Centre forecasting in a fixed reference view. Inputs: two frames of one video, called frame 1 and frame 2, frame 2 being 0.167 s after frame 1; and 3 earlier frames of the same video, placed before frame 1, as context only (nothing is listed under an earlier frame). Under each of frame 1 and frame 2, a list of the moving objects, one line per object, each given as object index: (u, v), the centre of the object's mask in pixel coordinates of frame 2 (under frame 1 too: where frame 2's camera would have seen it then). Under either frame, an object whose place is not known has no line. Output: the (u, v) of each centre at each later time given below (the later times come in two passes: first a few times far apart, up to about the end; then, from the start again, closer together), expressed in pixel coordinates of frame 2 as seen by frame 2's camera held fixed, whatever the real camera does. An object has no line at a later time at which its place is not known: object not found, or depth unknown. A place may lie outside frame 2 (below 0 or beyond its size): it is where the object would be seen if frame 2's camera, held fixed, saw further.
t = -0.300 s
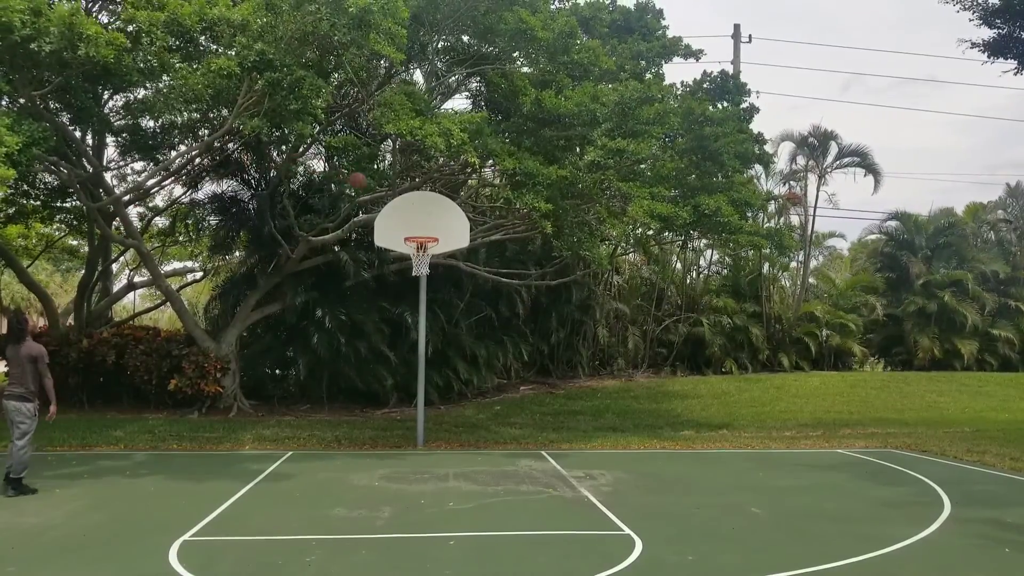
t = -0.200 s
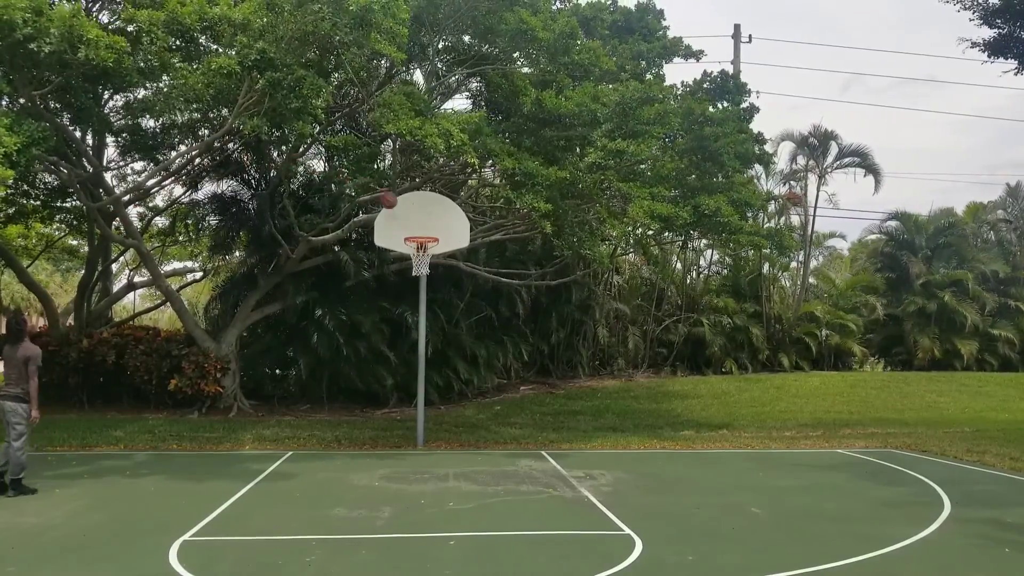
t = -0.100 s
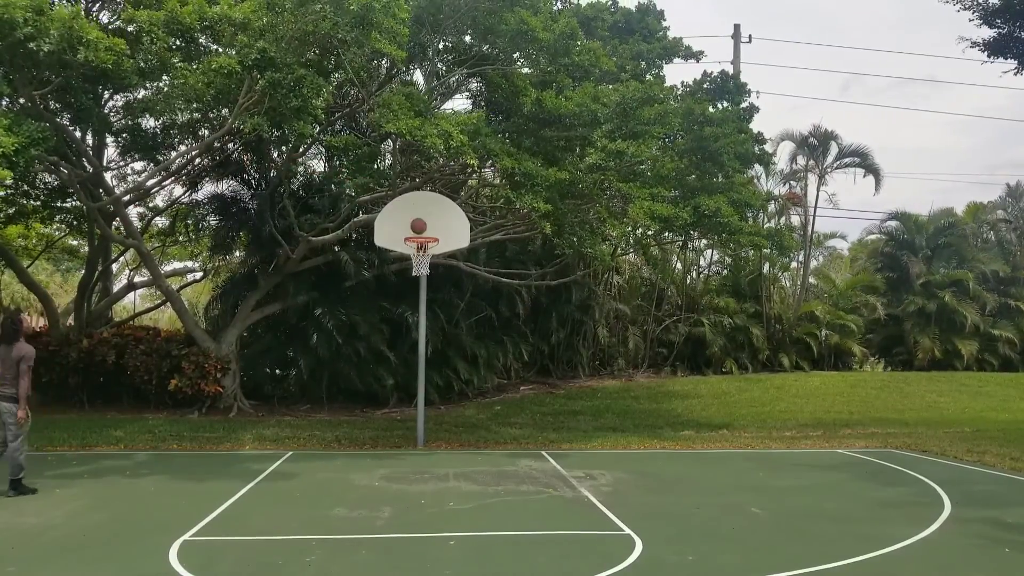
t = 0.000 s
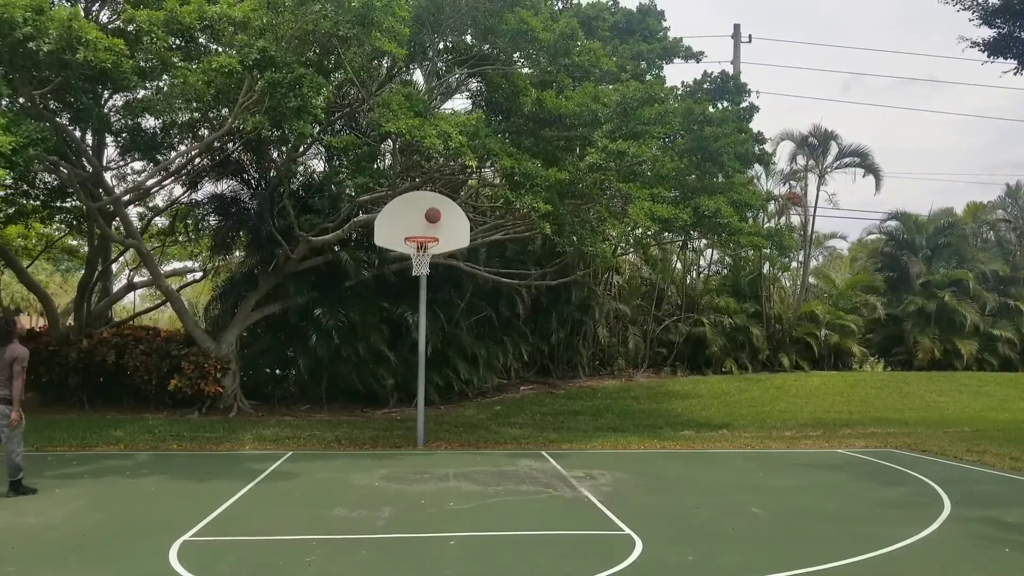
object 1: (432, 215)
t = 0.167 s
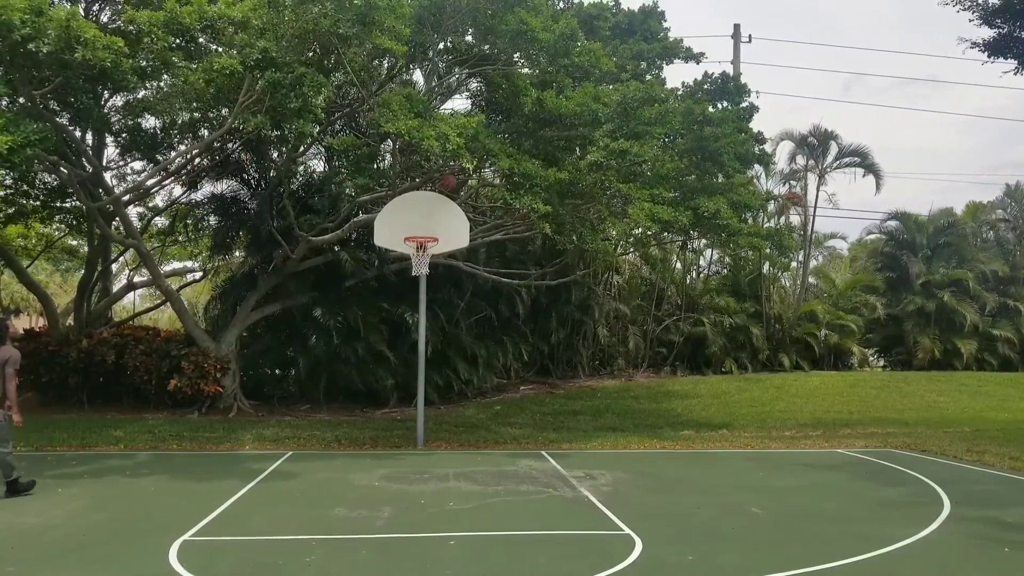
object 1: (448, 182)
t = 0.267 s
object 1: (456, 172)
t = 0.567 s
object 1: (488, 176)
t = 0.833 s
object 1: (516, 239)
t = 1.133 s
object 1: (551, 383)
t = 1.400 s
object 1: (583, 401)
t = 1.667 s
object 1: (616, 317)
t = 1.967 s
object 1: (655, 289)
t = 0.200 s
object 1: (451, 177)
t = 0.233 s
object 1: (454, 174)
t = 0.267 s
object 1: (456, 172)
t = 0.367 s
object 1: (472, 163)
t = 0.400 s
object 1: (473, 163)
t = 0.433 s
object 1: (475, 164)
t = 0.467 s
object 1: (478, 167)
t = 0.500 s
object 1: (481, 169)
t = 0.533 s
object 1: (485, 173)
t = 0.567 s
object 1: (488, 176)
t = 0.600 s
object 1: (491, 180)
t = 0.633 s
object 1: (495, 186)
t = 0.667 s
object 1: (499, 193)
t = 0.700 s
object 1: (502, 200)
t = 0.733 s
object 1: (506, 208)
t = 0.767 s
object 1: (510, 217)
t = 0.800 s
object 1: (513, 227)
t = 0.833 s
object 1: (516, 239)
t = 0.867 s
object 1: (520, 251)
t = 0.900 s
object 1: (524, 264)
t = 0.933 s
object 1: (528, 278)
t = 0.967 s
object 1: (531, 293)
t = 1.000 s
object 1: (535, 308)
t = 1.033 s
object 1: (539, 326)
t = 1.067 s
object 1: (543, 344)
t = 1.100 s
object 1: (547, 363)
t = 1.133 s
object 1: (551, 383)
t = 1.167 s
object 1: (554, 405)
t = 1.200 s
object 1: (559, 428)
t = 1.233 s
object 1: (563, 453)
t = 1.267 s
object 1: (567, 466)
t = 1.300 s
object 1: (571, 448)
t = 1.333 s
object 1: (575, 432)
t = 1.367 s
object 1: (579, 416)
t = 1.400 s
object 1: (583, 401)
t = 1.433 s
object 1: (586, 388)
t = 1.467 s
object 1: (591, 374)
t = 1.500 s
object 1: (595, 364)
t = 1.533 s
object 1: (599, 353)
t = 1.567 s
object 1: (603, 343)
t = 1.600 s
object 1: (607, 333)
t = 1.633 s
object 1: (611, 325)
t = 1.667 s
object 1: (616, 317)
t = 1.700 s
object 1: (620, 311)
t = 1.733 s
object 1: (624, 305)
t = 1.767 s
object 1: (629, 300)
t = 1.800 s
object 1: (633, 296)
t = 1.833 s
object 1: (638, 293)
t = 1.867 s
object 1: (642, 290)
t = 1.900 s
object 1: (646, 289)
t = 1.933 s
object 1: (650, 289)
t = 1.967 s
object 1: (655, 289)
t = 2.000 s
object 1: (660, 290)
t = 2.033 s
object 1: (664, 292)
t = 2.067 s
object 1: (668, 295)
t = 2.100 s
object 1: (673, 299)
